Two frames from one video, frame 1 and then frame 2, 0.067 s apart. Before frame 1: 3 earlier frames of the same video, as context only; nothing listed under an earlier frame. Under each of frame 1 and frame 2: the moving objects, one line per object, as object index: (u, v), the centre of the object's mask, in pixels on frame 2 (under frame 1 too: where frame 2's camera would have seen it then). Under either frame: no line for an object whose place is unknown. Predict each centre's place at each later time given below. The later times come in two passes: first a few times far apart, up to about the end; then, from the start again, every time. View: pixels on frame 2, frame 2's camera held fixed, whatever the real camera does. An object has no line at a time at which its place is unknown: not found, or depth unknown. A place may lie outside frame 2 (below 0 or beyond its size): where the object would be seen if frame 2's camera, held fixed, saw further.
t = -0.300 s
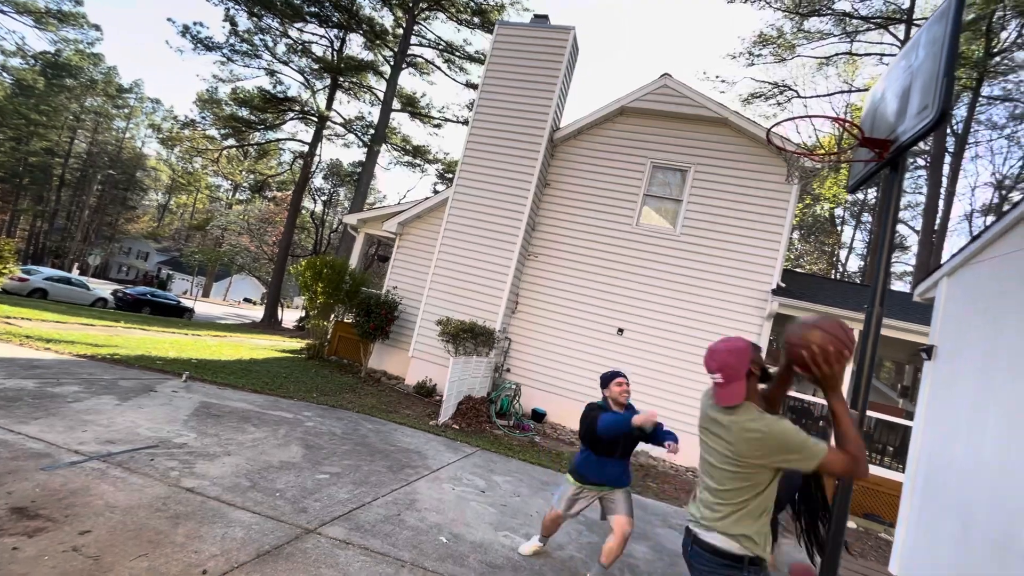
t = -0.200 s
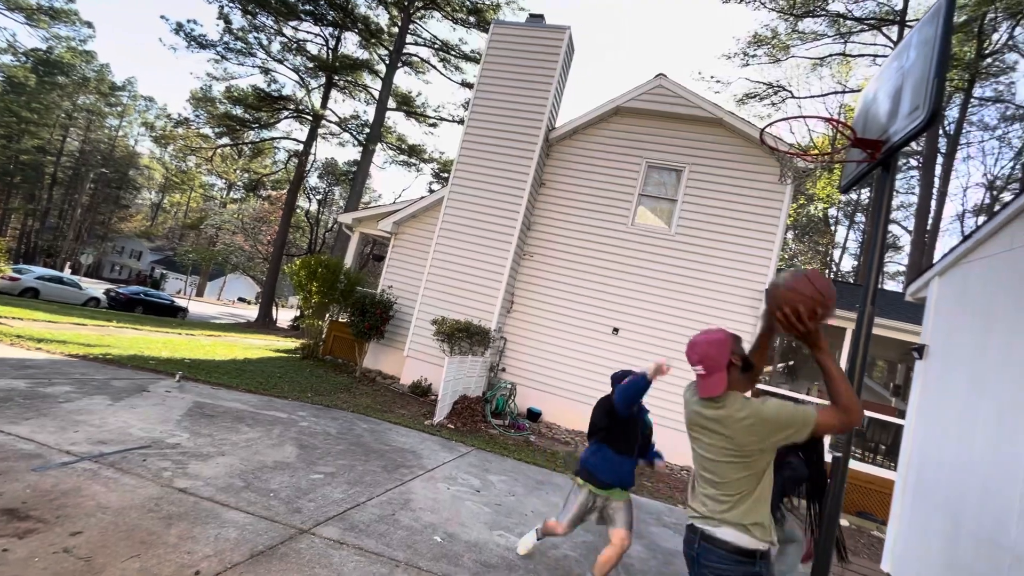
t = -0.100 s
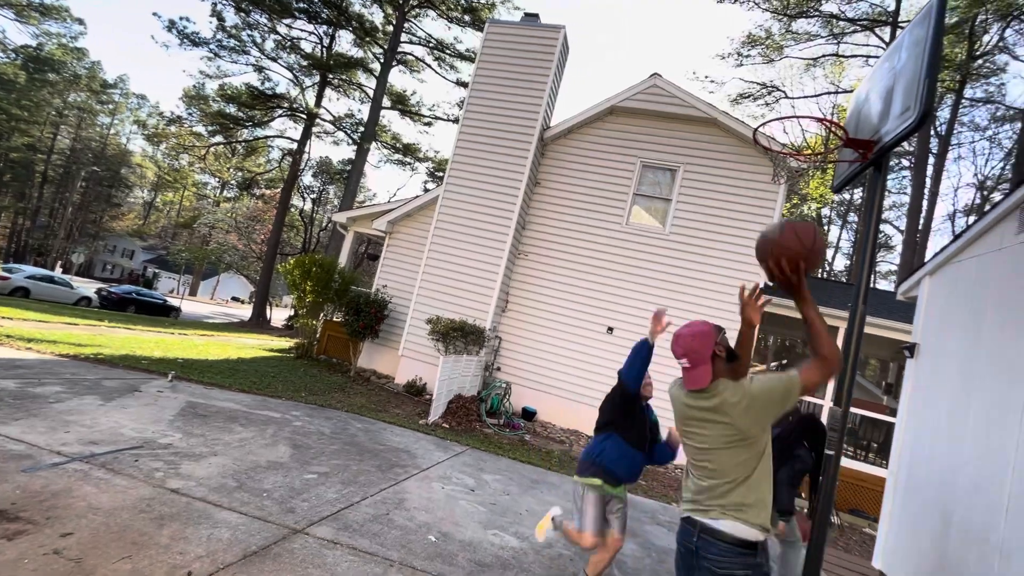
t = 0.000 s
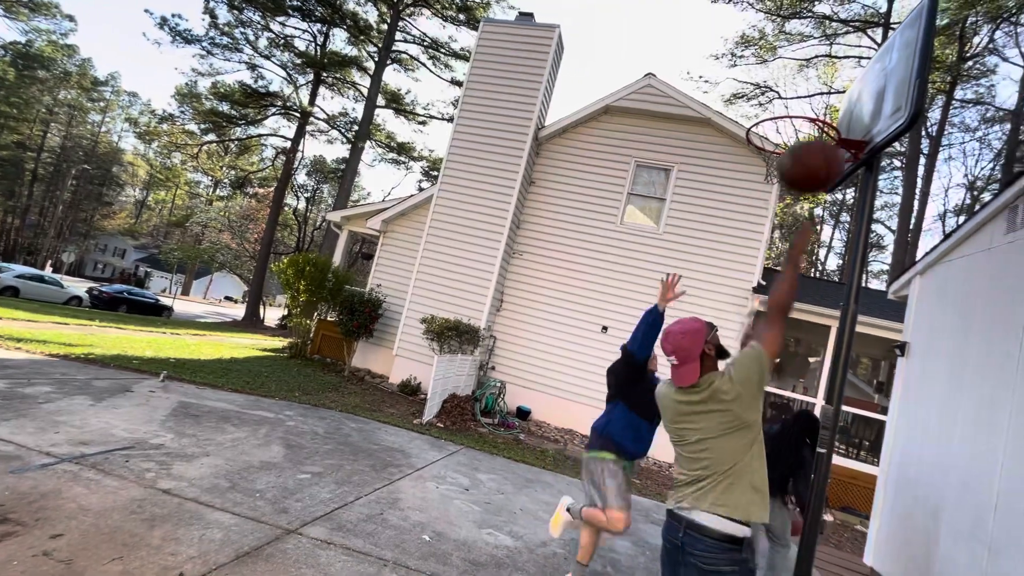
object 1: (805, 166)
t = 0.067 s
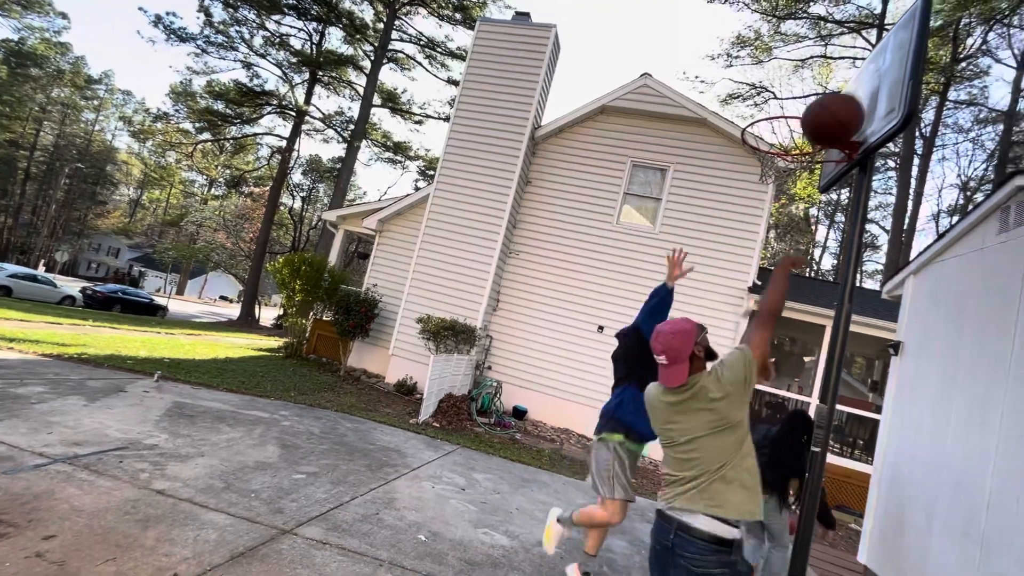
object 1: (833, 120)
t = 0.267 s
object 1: (872, 54)
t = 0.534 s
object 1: (819, 91)
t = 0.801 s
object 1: (786, 108)
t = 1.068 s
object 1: (765, 127)
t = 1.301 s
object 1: (790, 162)
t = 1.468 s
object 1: (793, 189)
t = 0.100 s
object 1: (844, 101)
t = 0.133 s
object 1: (855, 85)
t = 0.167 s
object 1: (864, 74)
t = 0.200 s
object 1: (873, 65)
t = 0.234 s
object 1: (878, 58)
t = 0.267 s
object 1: (872, 54)
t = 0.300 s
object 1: (865, 53)
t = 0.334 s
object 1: (859, 54)
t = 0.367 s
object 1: (852, 56)
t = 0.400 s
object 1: (846, 60)
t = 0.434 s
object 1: (839, 65)
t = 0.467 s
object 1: (832, 73)
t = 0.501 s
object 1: (825, 81)
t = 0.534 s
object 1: (819, 91)
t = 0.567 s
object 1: (812, 102)
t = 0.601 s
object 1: (804, 115)
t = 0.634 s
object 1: (797, 129)
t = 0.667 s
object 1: (793, 133)
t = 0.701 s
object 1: (792, 125)
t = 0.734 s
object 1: (790, 117)
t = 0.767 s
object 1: (788, 112)
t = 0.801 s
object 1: (786, 108)
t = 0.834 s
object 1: (784, 106)
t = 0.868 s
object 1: (781, 106)
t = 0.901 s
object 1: (778, 106)
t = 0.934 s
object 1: (774, 109)
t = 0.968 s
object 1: (770, 113)
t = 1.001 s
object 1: (766, 119)
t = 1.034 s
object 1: (762, 126)
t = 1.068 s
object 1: (765, 127)
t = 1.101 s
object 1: (770, 127)
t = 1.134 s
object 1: (774, 130)
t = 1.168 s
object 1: (777, 134)
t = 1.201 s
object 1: (781, 140)
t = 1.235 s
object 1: (785, 149)
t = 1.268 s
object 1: (787, 158)
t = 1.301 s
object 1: (790, 162)
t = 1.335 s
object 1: (792, 165)
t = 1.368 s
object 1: (794, 169)
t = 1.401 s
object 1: (795, 175)
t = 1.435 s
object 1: (794, 183)
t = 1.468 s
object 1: (793, 189)
